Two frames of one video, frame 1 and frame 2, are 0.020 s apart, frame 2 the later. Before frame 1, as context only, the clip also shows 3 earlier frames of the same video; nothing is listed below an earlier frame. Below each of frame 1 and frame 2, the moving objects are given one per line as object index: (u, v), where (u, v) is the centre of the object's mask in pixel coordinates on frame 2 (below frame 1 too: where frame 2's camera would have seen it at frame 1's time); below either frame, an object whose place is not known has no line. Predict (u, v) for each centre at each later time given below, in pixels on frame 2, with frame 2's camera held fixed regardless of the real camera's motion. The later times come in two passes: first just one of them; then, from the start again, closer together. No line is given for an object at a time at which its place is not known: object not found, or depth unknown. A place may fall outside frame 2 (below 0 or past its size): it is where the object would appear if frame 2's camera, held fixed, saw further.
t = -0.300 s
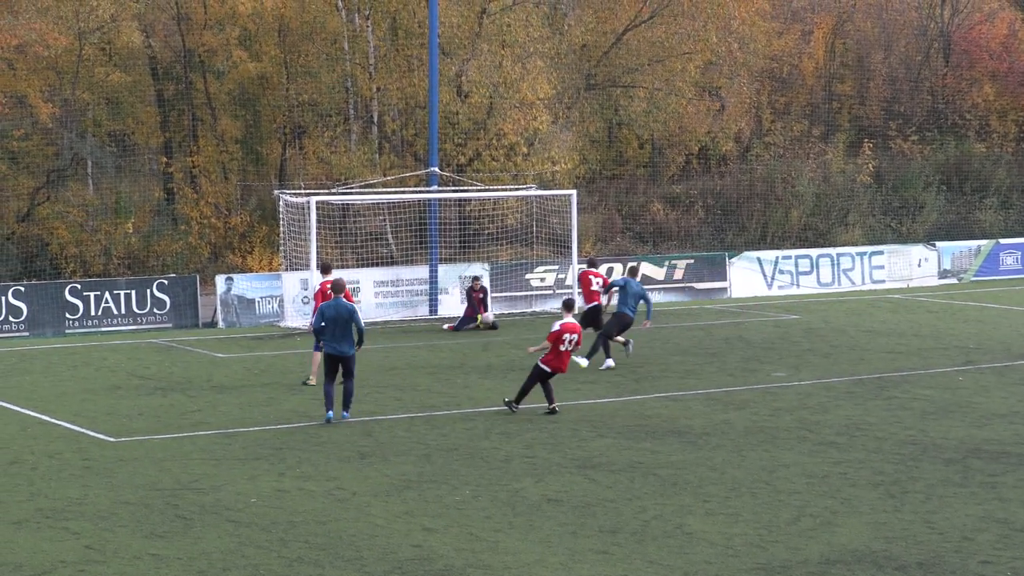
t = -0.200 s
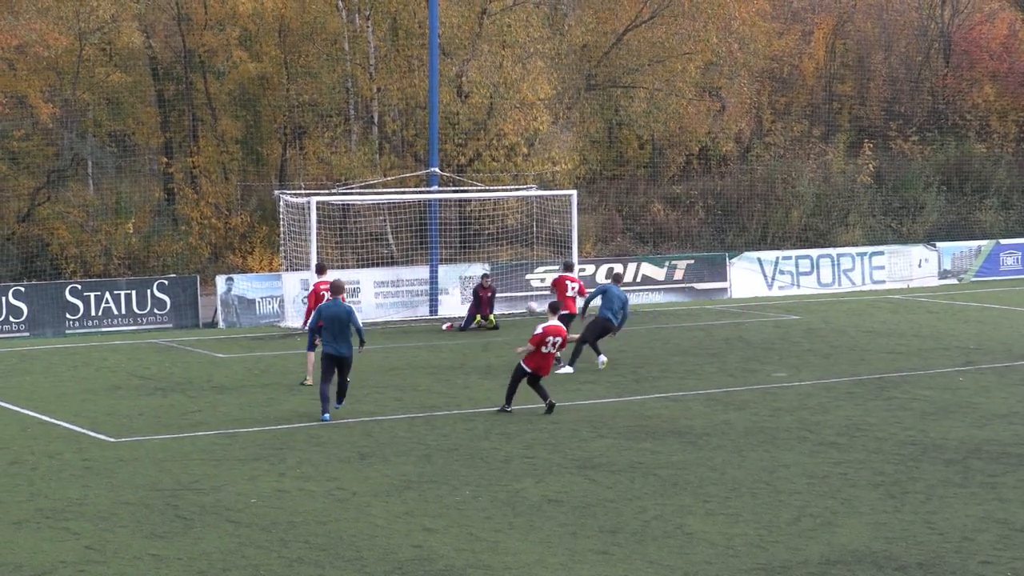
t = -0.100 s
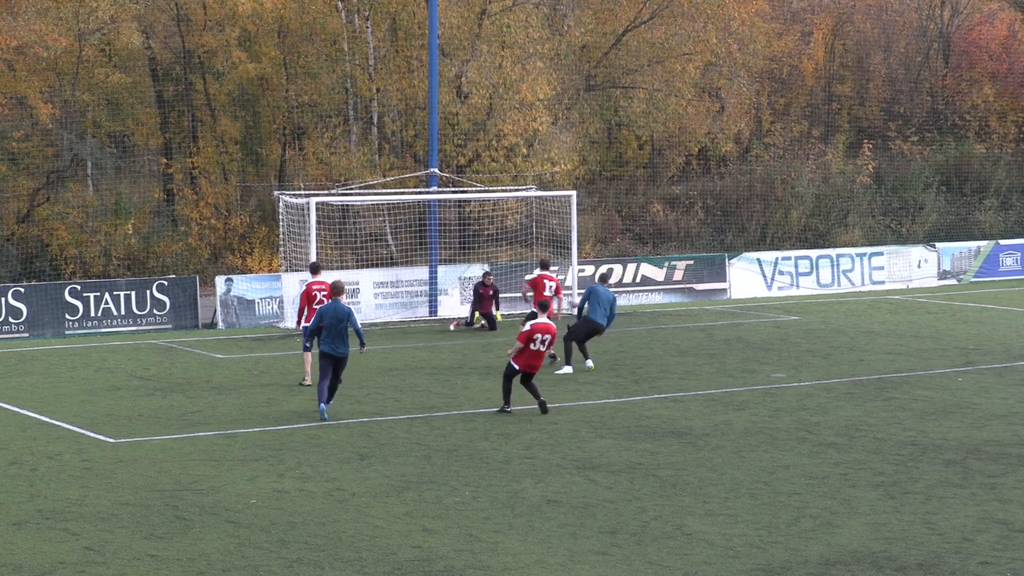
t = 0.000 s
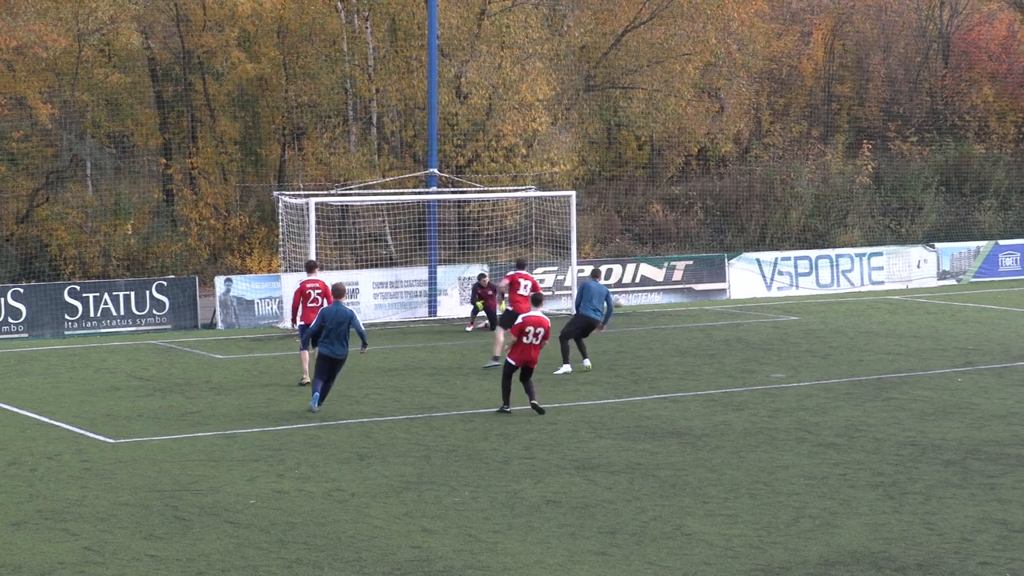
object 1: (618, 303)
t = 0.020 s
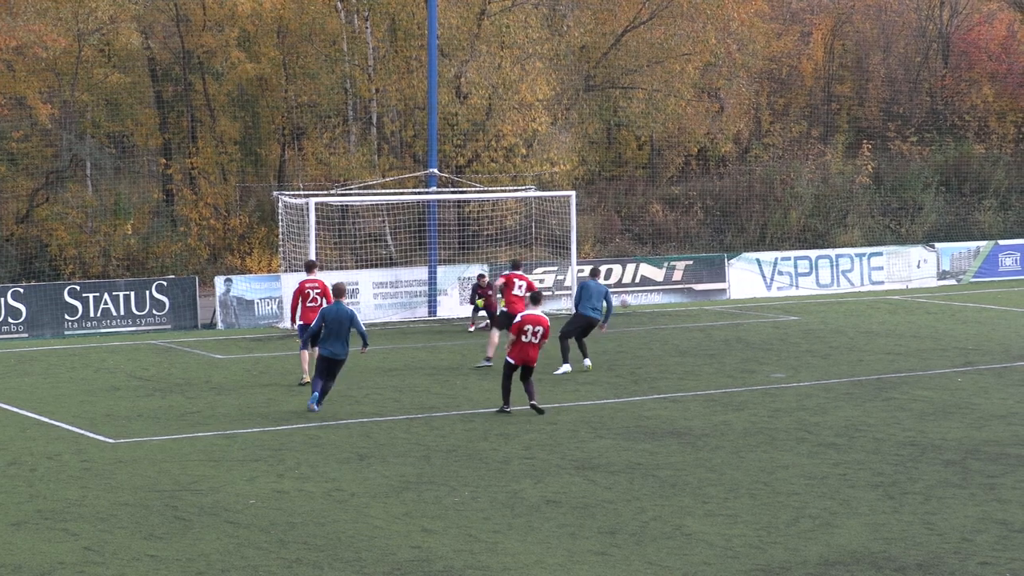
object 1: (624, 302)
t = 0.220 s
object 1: (711, 317)
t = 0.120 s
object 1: (670, 307)
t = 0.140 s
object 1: (678, 309)
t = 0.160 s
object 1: (687, 309)
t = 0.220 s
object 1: (711, 317)
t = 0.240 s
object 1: (719, 320)
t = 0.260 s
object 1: (727, 323)
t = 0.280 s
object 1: (735, 326)
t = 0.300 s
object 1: (743, 330)
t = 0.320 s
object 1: (751, 331)
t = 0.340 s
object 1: (755, 329)
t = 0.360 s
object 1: (760, 327)
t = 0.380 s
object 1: (764, 325)
